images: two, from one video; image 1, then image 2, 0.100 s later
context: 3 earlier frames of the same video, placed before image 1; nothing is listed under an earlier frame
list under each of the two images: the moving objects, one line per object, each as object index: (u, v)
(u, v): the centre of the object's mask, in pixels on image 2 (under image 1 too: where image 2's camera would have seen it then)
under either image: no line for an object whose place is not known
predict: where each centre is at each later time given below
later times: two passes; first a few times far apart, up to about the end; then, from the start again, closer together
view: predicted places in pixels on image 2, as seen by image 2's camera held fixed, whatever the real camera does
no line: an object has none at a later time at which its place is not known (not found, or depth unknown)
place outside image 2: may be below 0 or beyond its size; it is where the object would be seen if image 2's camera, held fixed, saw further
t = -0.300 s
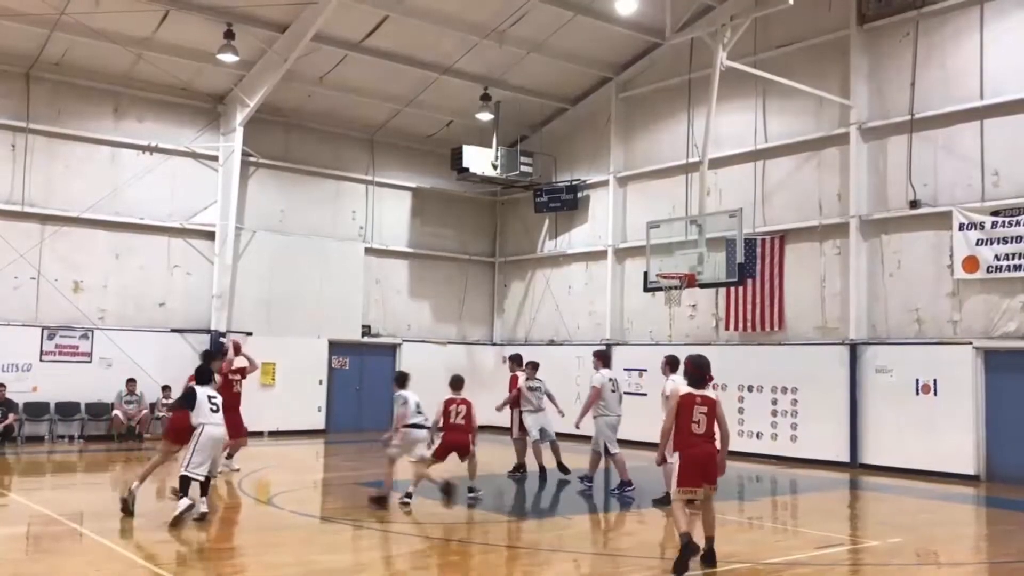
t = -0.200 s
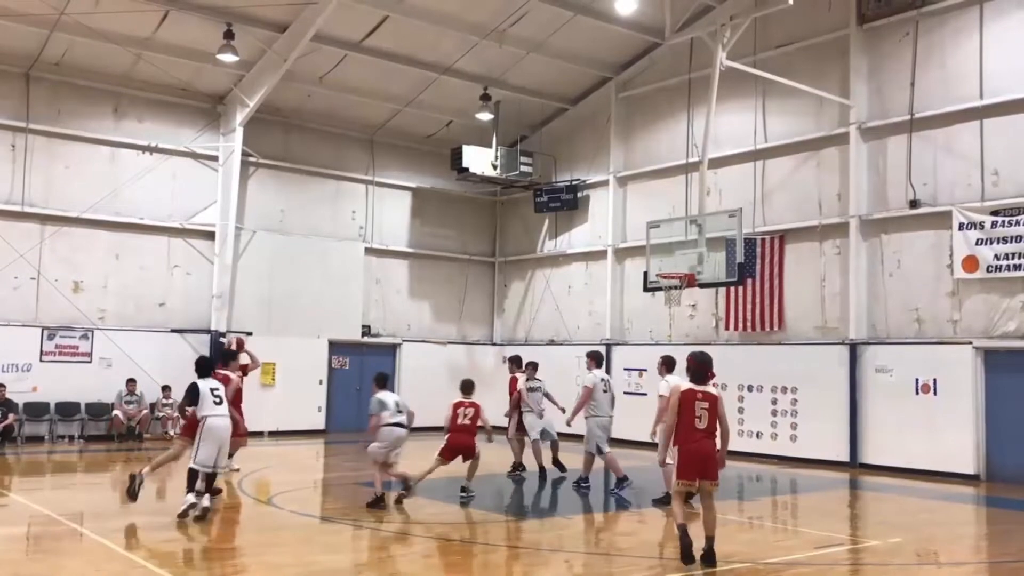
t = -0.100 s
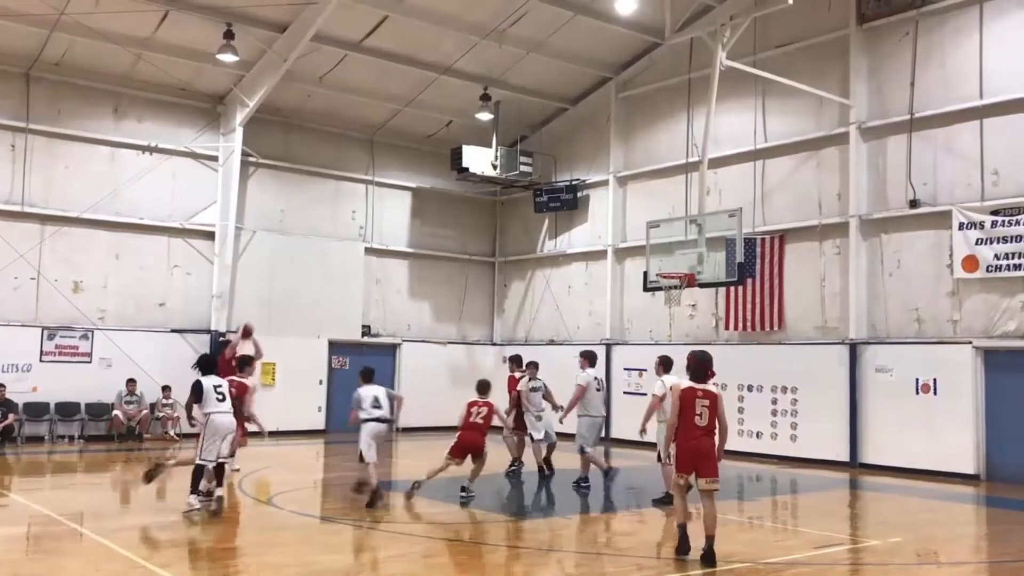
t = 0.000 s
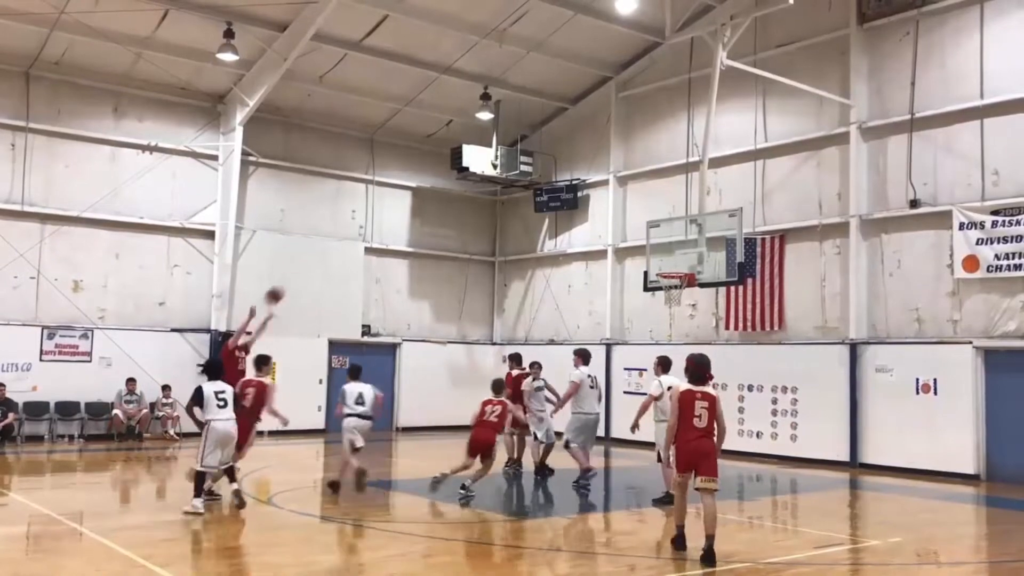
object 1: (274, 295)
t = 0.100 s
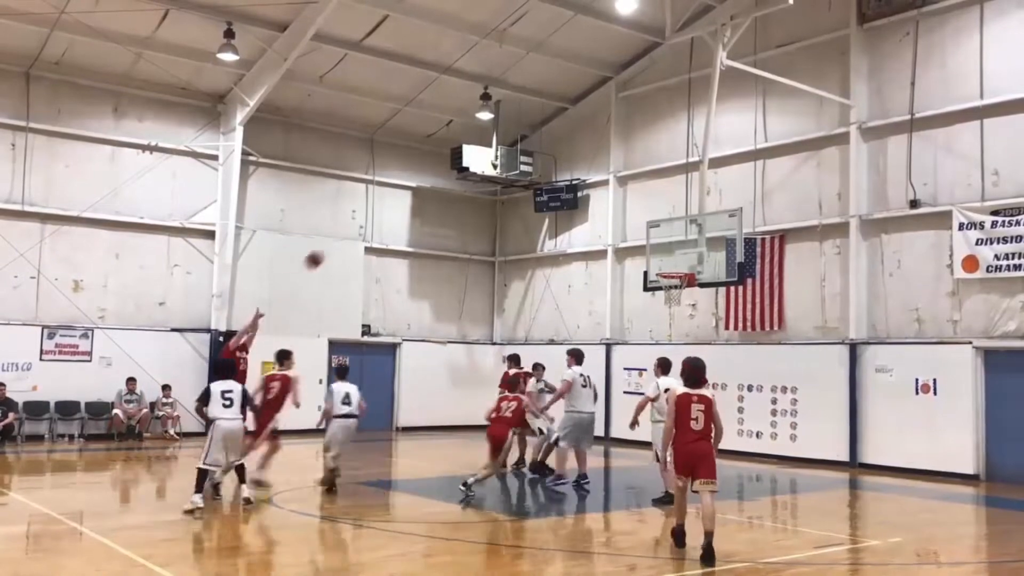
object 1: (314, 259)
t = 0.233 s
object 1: (365, 224)
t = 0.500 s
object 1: (463, 186)
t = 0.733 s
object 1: (546, 190)
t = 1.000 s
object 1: (636, 235)
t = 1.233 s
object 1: (665, 289)
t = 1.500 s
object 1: (663, 293)
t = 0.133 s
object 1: (327, 249)
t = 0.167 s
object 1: (340, 240)
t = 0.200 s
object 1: (353, 231)
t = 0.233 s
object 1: (365, 224)
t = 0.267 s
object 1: (378, 216)
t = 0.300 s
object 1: (390, 209)
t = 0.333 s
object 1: (402, 204)
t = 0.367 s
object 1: (416, 200)
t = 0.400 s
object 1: (426, 196)
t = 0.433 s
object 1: (439, 192)
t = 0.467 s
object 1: (452, 188)
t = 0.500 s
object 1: (463, 186)
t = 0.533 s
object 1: (476, 185)
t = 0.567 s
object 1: (487, 184)
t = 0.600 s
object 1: (498, 186)
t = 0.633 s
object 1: (511, 184)
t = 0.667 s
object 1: (521, 185)
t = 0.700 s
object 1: (532, 188)
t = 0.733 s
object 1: (546, 190)
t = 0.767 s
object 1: (555, 192)
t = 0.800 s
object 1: (568, 197)
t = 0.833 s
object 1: (581, 201)
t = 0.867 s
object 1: (591, 207)
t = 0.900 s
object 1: (602, 213)
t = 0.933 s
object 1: (614, 220)
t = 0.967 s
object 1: (624, 228)
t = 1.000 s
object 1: (636, 235)
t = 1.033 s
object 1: (648, 245)
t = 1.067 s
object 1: (659, 255)
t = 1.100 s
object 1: (671, 264)
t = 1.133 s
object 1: (679, 274)
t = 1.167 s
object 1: (675, 282)
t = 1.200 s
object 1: (670, 288)
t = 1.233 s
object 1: (665, 289)
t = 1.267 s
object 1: (661, 287)
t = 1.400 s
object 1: (660, 287)
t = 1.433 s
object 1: (660, 290)
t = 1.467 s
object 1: (661, 291)
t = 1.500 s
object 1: (663, 293)
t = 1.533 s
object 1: (665, 296)
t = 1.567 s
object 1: (668, 299)
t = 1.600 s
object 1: (671, 303)
